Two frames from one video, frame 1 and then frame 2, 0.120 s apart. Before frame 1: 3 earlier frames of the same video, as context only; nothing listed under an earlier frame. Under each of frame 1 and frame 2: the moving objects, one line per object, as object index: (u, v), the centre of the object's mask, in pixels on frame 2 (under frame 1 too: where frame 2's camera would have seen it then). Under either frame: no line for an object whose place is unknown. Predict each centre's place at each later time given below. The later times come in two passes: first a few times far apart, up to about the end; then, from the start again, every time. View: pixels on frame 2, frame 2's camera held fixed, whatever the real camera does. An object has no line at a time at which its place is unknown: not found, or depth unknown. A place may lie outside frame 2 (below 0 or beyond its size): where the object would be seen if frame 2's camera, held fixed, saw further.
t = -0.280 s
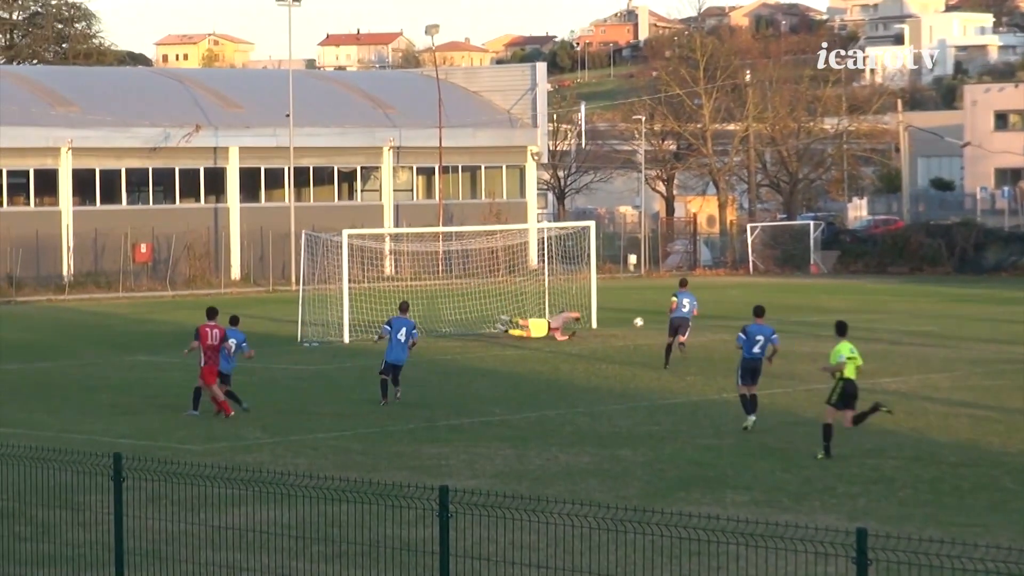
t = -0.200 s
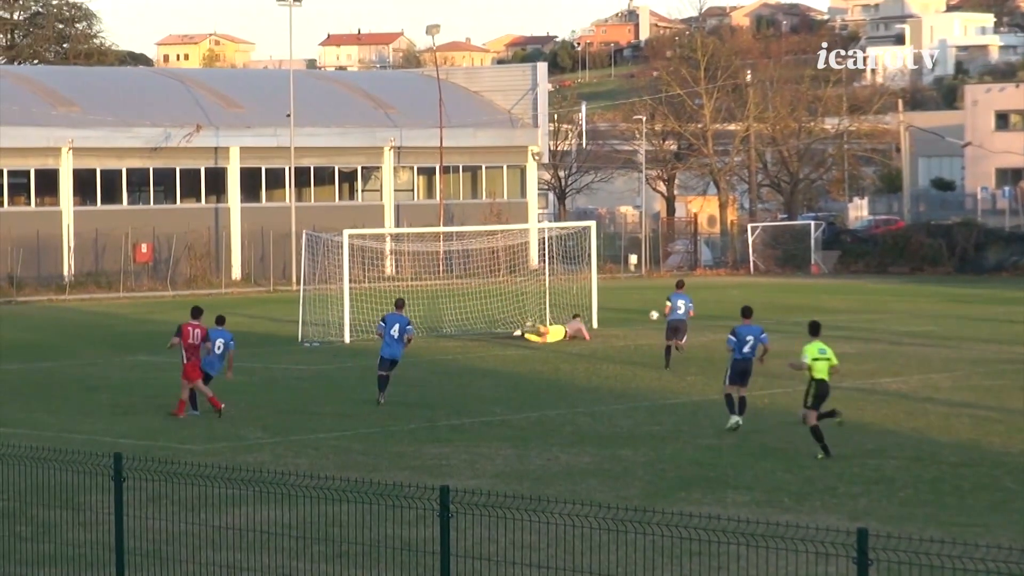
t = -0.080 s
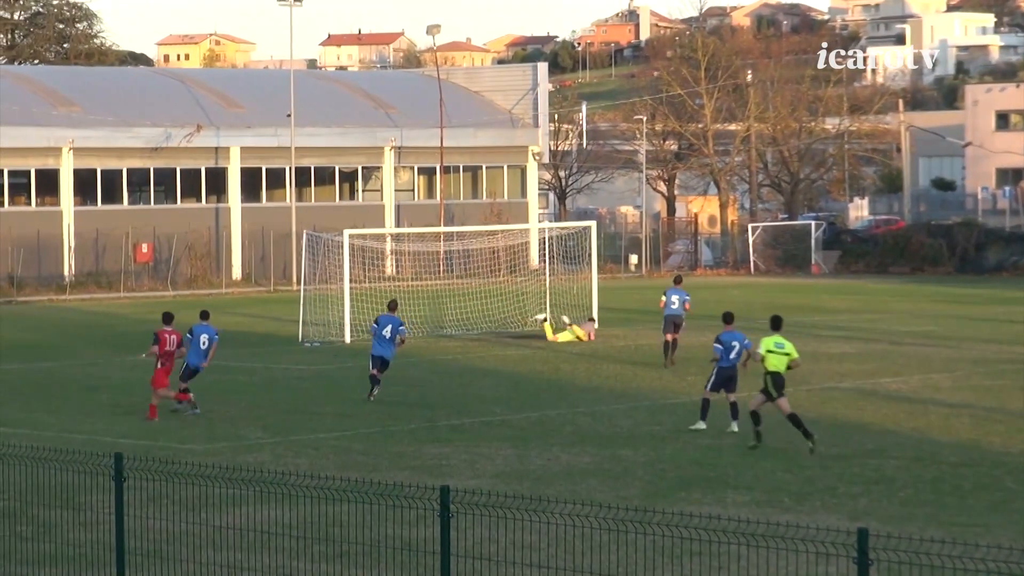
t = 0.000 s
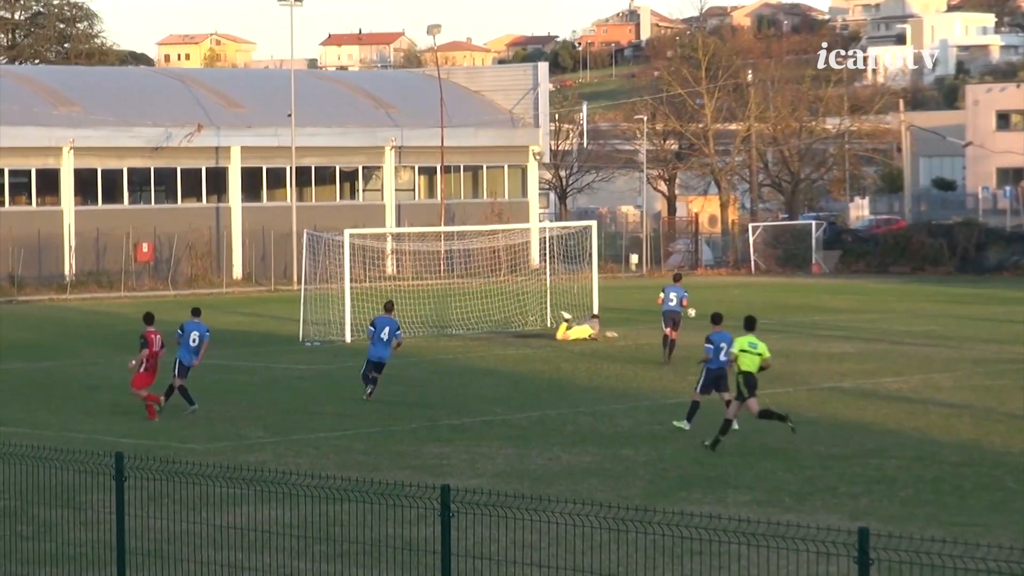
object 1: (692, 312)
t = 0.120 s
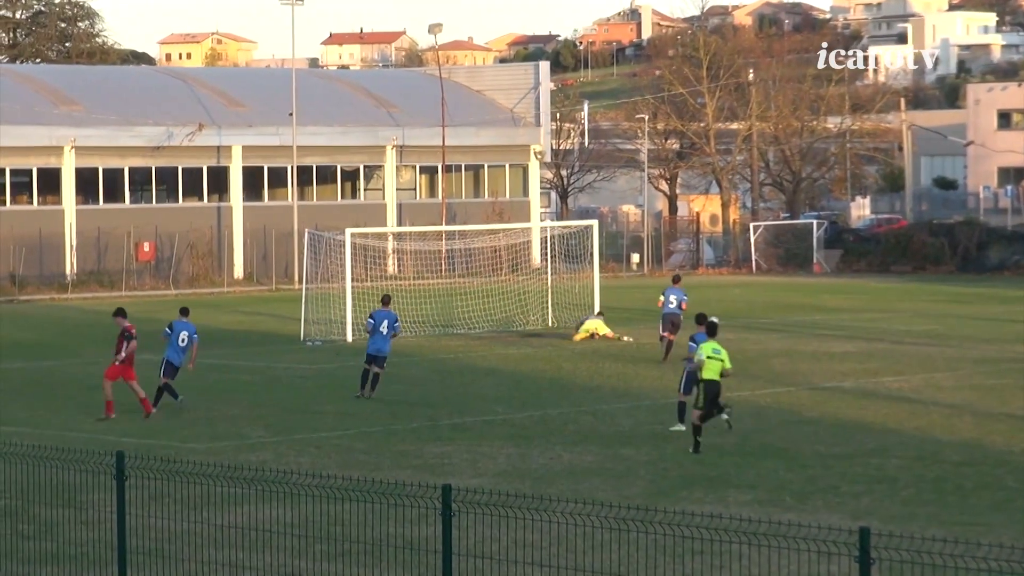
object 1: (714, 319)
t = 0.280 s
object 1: (735, 311)
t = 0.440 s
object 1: (755, 313)
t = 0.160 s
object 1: (719, 318)
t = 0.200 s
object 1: (724, 315)
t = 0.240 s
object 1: (729, 312)
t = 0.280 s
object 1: (735, 311)
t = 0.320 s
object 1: (740, 310)
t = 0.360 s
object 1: (745, 310)
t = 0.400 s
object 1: (750, 311)
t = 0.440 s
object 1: (755, 313)
